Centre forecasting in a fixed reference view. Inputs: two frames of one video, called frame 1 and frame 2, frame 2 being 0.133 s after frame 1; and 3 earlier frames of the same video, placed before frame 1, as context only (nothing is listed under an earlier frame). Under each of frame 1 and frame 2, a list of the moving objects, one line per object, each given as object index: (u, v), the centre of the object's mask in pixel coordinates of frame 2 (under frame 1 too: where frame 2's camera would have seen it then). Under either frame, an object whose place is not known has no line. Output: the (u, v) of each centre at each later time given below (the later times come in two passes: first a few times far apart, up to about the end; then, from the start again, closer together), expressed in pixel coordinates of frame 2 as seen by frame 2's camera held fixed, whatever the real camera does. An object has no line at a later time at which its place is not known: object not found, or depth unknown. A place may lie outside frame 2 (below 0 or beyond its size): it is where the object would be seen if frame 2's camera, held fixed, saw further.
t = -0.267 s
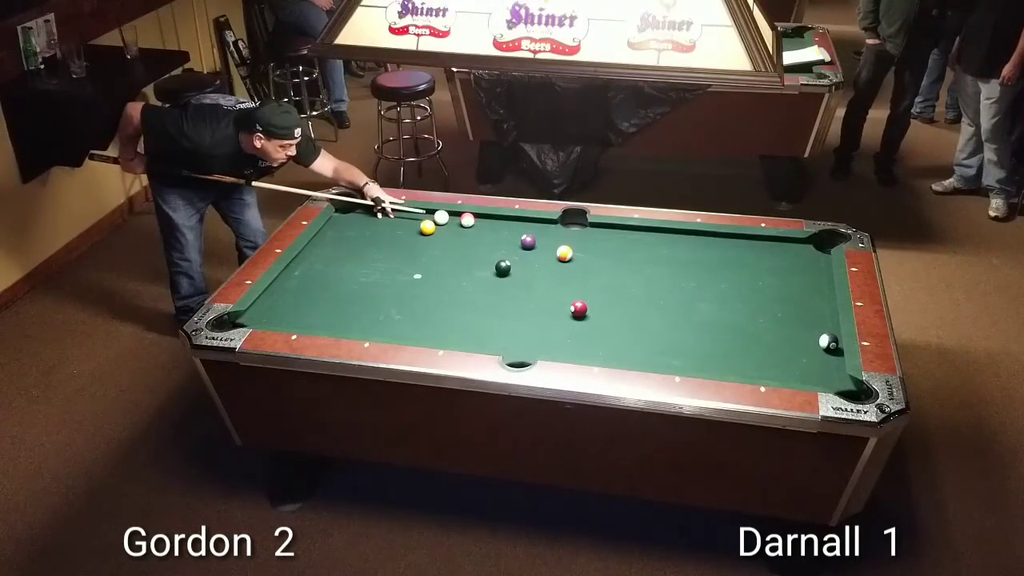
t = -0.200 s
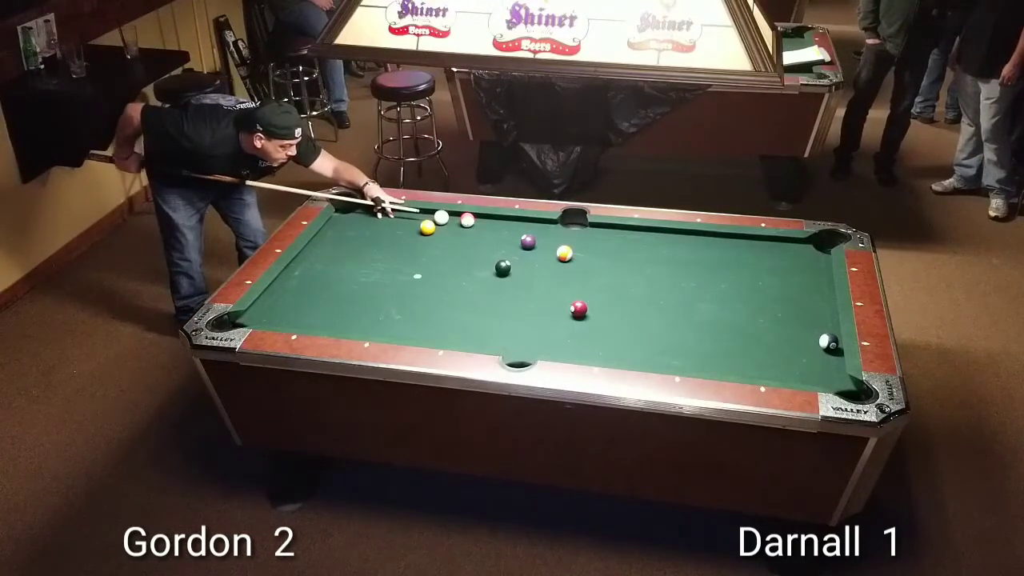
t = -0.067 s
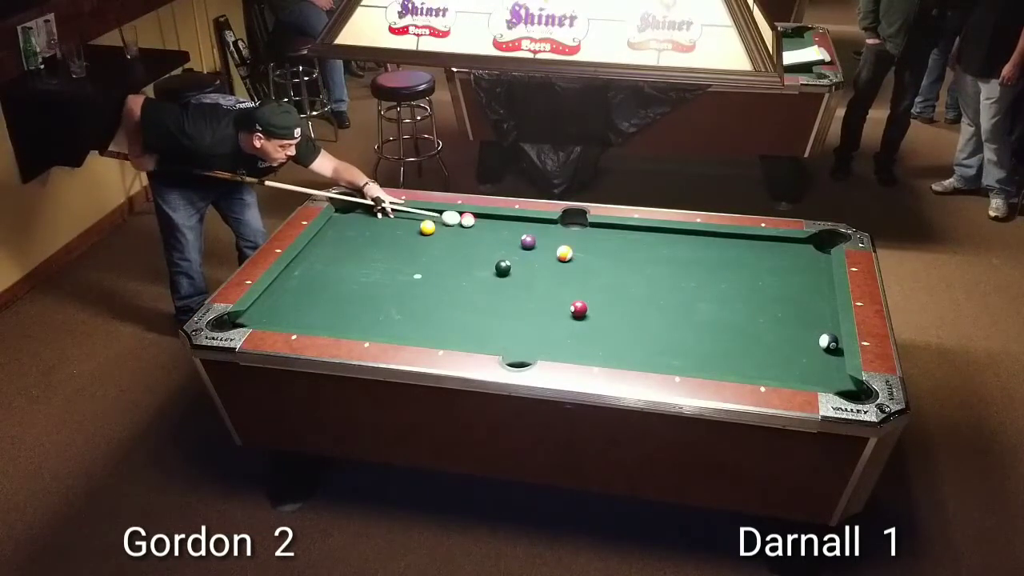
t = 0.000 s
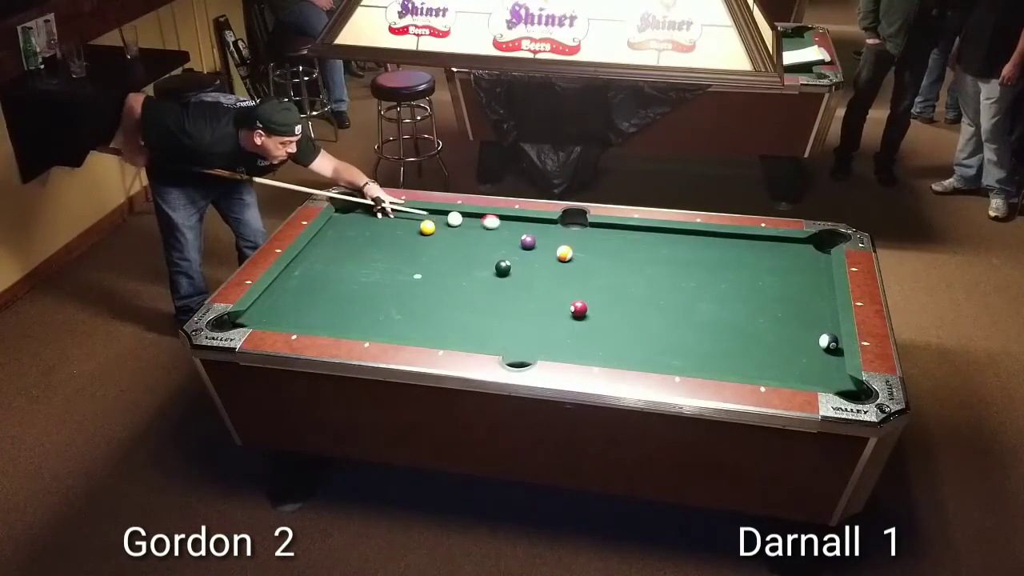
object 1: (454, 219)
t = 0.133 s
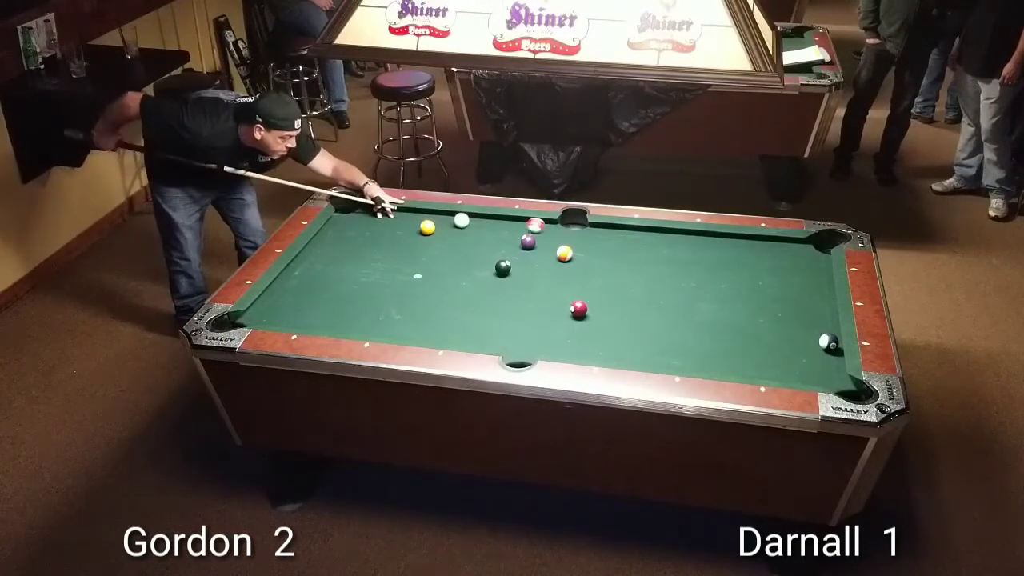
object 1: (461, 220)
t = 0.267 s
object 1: (468, 221)
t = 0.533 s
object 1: (480, 223)
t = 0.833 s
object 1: (492, 226)
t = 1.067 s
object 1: (500, 227)
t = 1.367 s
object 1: (508, 228)
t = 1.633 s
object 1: (514, 230)
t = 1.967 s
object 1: (518, 230)
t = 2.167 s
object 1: (520, 230)
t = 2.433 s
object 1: (521, 230)
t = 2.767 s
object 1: (521, 229)
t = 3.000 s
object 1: (521, 229)
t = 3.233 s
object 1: (521, 229)
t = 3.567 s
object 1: (521, 229)
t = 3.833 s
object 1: (521, 229)
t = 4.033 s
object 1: (521, 229)
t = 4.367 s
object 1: (521, 229)
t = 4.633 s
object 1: (521, 229)
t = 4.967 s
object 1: (521, 229)
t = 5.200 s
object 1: (521, 229)
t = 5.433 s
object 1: (521, 229)
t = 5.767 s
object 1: (521, 229)
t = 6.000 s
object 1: (521, 229)
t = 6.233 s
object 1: (521, 229)
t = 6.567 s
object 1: (521, 229)
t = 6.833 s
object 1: (521, 229)
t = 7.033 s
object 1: (521, 229)
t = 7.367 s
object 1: (521, 229)
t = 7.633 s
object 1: (521, 229)
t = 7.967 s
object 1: (521, 229)
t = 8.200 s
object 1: (521, 229)
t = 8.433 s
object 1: (521, 229)
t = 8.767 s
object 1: (521, 229)
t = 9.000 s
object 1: (521, 229)
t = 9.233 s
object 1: (521, 229)
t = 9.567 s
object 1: (521, 229)
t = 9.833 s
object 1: (521, 229)
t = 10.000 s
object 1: (521, 229)
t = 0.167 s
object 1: (463, 220)
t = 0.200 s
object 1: (465, 220)
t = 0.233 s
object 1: (466, 221)
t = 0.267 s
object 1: (468, 221)
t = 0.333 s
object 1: (471, 222)
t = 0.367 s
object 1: (473, 222)
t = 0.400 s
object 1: (474, 222)
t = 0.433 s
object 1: (476, 222)
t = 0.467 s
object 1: (477, 223)
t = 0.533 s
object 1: (480, 223)
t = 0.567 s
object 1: (482, 223)
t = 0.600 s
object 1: (483, 224)
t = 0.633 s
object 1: (485, 224)
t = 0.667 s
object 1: (486, 224)
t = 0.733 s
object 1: (489, 225)
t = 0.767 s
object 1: (490, 225)
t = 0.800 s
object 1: (491, 225)
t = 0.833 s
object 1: (492, 226)
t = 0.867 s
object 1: (494, 226)
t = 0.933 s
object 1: (496, 226)
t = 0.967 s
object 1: (497, 226)
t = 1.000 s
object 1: (498, 226)
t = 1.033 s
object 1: (499, 226)
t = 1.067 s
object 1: (500, 227)
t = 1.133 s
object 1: (502, 227)
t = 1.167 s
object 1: (503, 227)
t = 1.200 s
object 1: (504, 227)
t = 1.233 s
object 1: (505, 228)
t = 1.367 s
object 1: (508, 228)
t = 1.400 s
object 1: (509, 228)
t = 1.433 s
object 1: (510, 229)
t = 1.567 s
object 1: (513, 229)
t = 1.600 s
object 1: (513, 229)
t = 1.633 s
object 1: (514, 230)
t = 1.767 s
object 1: (516, 230)
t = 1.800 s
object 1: (516, 230)
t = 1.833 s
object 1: (516, 230)
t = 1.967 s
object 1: (518, 230)
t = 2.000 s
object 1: (518, 230)
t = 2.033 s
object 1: (519, 230)
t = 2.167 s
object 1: (520, 230)
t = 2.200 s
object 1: (520, 230)
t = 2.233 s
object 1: (520, 230)
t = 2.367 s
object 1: (521, 230)
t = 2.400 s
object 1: (521, 230)
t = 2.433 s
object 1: (521, 230)
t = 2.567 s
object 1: (521, 230)
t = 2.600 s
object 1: (521, 230)
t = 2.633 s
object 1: (521, 230)
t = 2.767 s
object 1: (521, 229)
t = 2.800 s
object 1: (521, 230)
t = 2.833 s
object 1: (521, 229)
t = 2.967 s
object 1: (521, 230)
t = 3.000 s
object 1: (521, 229)
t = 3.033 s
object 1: (521, 229)
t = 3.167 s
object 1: (521, 229)
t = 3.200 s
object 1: (521, 229)
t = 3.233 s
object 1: (521, 229)
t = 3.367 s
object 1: (521, 229)
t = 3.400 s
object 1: (521, 229)
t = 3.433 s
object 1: (521, 229)
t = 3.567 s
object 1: (521, 229)
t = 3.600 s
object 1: (521, 229)
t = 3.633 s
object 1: (521, 229)
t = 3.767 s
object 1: (521, 230)
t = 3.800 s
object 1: (521, 229)
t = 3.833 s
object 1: (521, 229)
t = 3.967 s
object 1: (521, 229)
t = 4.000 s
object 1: (521, 229)
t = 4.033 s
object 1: (521, 229)
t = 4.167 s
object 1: (521, 229)
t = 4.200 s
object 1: (521, 229)
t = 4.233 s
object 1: (521, 229)
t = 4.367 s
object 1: (521, 229)
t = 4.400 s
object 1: (521, 229)
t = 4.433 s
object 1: (521, 229)
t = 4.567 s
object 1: (521, 229)
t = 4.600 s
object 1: (521, 229)
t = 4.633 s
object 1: (521, 229)
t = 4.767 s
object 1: (521, 229)
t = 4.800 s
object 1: (521, 229)
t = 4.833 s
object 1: (521, 229)
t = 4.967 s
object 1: (521, 229)
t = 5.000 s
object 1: (521, 229)
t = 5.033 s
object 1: (521, 229)
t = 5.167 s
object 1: (521, 229)
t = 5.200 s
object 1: (521, 229)
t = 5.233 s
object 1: (521, 229)
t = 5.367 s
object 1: (521, 229)
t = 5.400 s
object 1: (521, 229)
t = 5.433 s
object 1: (521, 229)
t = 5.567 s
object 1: (521, 229)
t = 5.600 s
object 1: (521, 229)
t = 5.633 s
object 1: (521, 229)
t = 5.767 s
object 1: (521, 229)
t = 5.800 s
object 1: (521, 229)
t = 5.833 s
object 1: (521, 229)
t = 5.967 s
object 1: (521, 229)
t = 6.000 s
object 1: (521, 229)
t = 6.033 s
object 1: (521, 229)
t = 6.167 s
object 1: (521, 229)
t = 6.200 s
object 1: (521, 229)
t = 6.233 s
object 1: (521, 229)
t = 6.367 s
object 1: (521, 229)
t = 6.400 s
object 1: (521, 229)
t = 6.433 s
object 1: (521, 229)
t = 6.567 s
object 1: (521, 229)
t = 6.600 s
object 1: (521, 229)
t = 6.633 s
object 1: (521, 229)
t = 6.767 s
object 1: (521, 229)
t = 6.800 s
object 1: (521, 229)
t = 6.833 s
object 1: (521, 229)
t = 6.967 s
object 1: (521, 229)
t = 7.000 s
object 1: (521, 229)
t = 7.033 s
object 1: (521, 229)
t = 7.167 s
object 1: (521, 229)
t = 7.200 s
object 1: (521, 229)
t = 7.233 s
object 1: (521, 229)
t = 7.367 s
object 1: (521, 229)
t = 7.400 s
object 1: (521, 229)
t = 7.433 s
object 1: (521, 229)
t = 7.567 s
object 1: (521, 229)
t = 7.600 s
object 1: (521, 229)
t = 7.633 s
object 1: (521, 229)
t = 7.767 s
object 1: (521, 229)
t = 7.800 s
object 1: (521, 229)
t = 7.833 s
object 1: (521, 229)
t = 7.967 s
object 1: (521, 229)
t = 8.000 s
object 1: (521, 229)
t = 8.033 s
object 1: (521, 229)
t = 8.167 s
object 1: (521, 229)
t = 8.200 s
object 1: (521, 229)
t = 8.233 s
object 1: (521, 229)
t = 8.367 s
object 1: (521, 229)
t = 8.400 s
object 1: (521, 229)
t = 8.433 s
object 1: (521, 229)
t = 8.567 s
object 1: (521, 229)
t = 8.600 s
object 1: (521, 229)
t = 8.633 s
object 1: (521, 229)
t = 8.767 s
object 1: (521, 229)
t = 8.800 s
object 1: (521, 229)
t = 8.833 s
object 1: (521, 229)
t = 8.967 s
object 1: (521, 229)
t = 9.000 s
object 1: (521, 229)
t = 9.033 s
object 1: (521, 229)
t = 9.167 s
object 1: (521, 229)
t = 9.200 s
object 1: (521, 229)
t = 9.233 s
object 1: (521, 229)
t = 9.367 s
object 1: (521, 229)
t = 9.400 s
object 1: (521, 229)
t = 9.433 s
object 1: (521, 229)
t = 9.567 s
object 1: (521, 229)
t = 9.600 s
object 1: (521, 229)
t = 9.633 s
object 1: (521, 229)
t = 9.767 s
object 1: (521, 229)
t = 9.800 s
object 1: (521, 229)
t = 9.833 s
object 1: (521, 229)
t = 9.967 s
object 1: (521, 229)
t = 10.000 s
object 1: (521, 229)
